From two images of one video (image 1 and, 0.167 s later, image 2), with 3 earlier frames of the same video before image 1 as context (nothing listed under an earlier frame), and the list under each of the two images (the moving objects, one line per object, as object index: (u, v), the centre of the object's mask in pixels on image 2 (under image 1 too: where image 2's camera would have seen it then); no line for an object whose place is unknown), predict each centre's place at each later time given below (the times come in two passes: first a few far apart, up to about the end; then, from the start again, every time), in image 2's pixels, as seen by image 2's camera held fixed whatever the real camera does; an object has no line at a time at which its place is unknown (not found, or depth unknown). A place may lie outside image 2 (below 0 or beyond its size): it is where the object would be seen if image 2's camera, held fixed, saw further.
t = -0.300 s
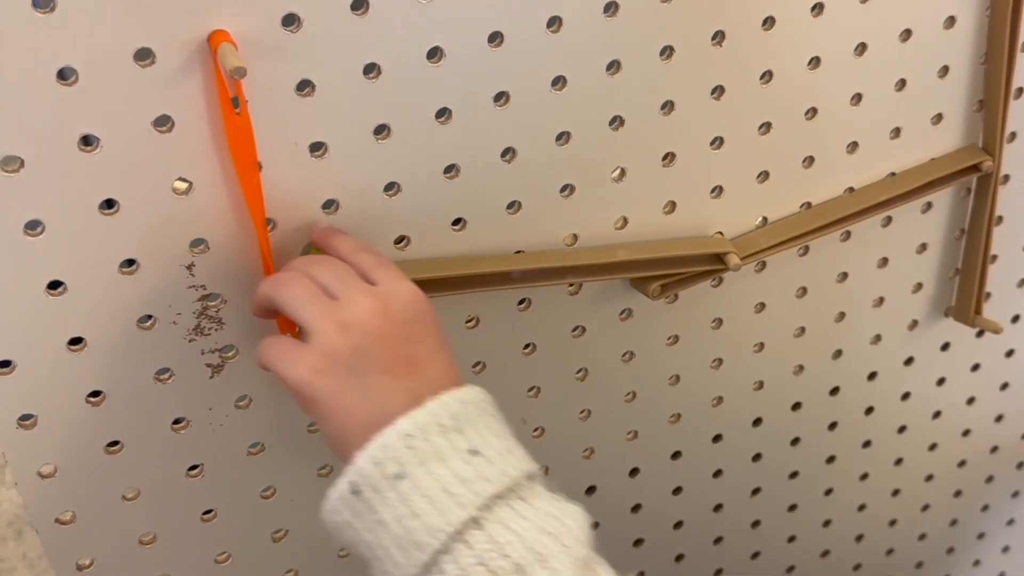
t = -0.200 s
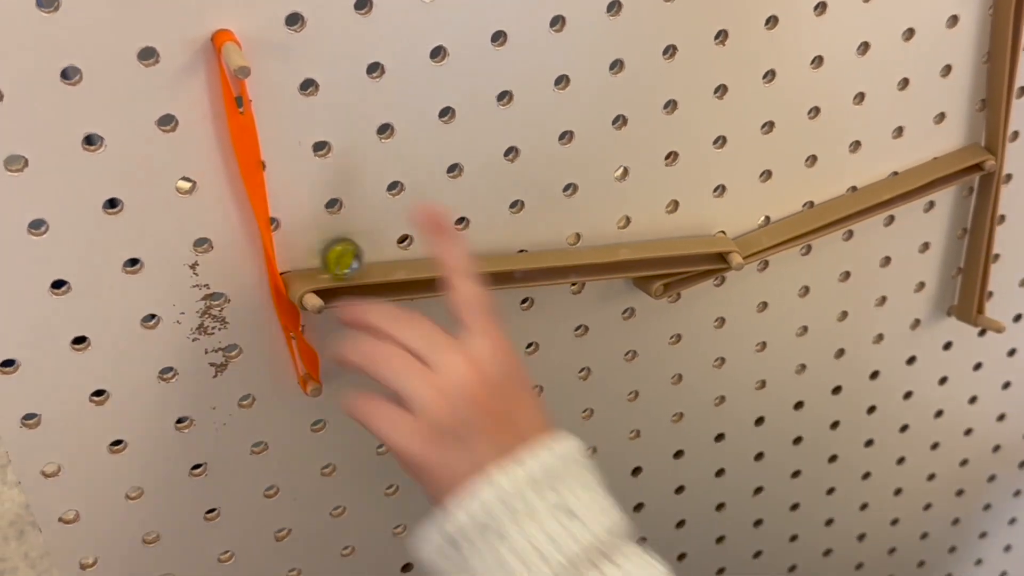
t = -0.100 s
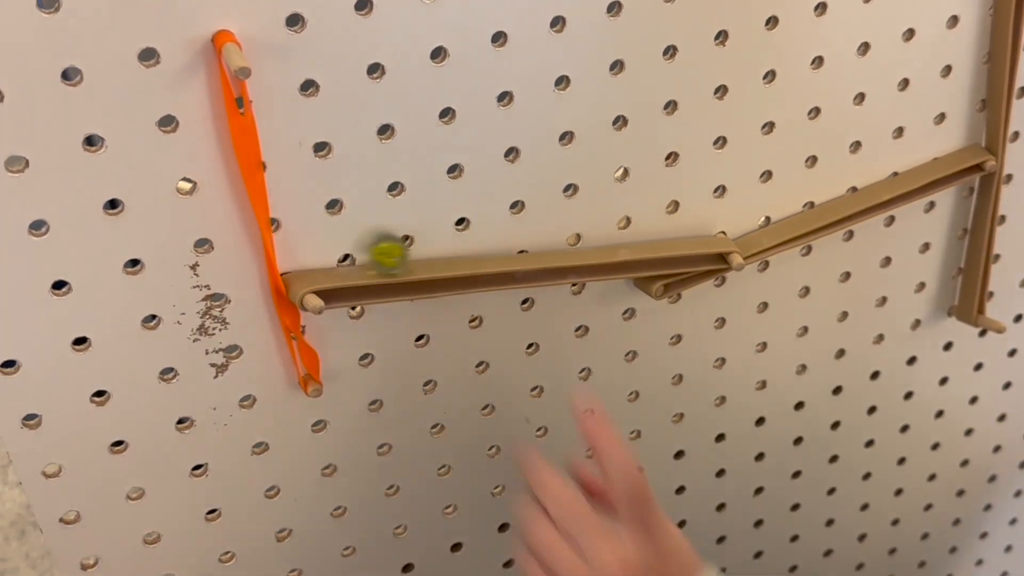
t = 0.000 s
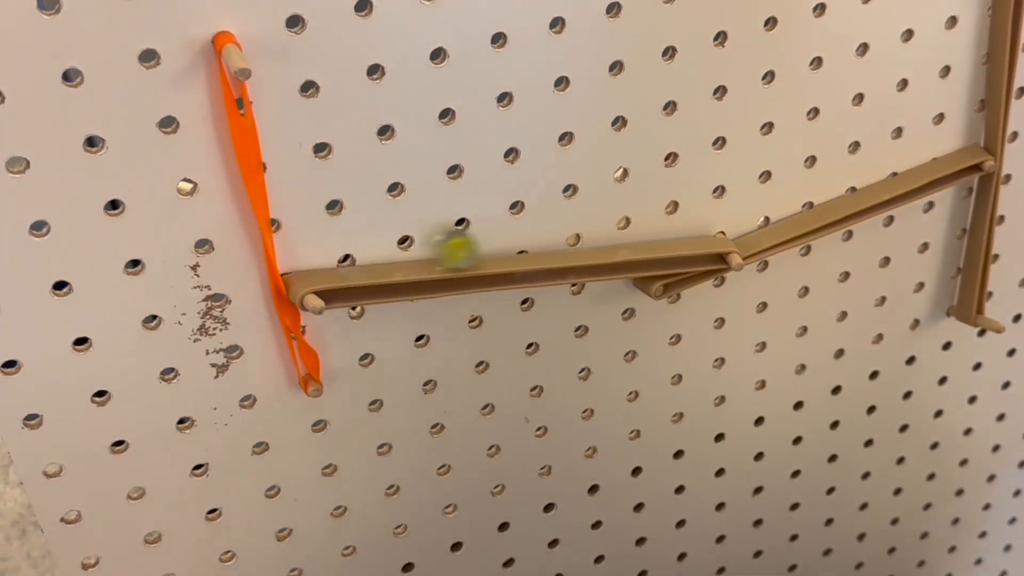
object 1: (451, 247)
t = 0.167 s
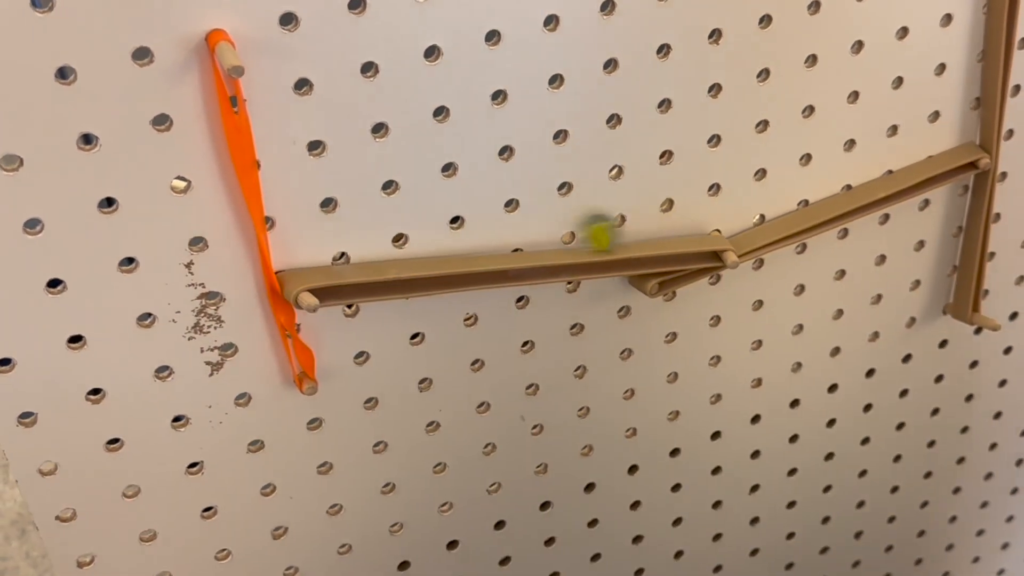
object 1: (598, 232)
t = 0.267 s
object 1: (706, 220)
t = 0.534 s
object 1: (960, 137)
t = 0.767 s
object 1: (896, 166)
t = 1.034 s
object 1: (804, 201)
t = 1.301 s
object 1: (748, 222)
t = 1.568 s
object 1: (748, 222)
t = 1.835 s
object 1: (740, 224)
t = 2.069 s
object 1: (740, 225)
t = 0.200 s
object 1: (636, 228)
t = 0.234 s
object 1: (669, 226)
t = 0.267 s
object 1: (706, 220)
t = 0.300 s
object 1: (744, 221)
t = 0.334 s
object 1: (782, 208)
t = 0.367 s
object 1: (819, 196)
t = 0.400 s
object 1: (852, 184)
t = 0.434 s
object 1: (879, 168)
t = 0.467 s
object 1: (909, 159)
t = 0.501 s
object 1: (937, 147)
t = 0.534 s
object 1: (960, 137)
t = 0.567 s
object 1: (963, 138)
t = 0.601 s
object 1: (951, 144)
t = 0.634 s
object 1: (940, 148)
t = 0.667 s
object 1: (930, 153)
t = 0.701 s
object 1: (918, 157)
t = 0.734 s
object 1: (907, 162)
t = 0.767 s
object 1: (896, 166)
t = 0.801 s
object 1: (884, 170)
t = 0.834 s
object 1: (872, 174)
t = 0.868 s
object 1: (863, 179)
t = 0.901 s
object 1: (851, 183)
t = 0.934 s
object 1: (840, 188)
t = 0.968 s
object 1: (828, 192)
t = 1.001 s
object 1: (817, 197)
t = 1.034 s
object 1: (804, 201)
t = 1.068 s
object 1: (792, 206)
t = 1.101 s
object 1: (780, 212)
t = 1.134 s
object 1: (766, 217)
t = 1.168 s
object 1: (752, 221)
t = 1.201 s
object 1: (740, 224)
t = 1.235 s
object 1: (743, 222)
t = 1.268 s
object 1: (745, 222)
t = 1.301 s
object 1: (748, 222)
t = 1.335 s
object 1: (749, 221)
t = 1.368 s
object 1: (750, 220)
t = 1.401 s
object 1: (752, 220)
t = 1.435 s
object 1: (751, 220)
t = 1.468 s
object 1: (751, 221)
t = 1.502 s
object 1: (751, 221)
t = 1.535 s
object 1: (750, 222)
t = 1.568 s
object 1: (748, 222)
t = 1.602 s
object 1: (748, 223)
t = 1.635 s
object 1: (746, 223)
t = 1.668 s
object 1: (745, 224)
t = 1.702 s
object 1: (744, 224)
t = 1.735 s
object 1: (743, 224)
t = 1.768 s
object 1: (741, 224)
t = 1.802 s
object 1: (741, 225)
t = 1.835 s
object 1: (740, 224)
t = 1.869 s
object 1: (741, 225)
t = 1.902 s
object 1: (741, 225)
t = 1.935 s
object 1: (741, 225)
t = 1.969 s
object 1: (741, 225)
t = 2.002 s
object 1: (741, 225)
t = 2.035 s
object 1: (741, 225)
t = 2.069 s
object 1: (740, 225)
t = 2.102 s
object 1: (739, 225)
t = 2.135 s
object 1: (740, 225)
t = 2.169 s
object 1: (739, 226)
